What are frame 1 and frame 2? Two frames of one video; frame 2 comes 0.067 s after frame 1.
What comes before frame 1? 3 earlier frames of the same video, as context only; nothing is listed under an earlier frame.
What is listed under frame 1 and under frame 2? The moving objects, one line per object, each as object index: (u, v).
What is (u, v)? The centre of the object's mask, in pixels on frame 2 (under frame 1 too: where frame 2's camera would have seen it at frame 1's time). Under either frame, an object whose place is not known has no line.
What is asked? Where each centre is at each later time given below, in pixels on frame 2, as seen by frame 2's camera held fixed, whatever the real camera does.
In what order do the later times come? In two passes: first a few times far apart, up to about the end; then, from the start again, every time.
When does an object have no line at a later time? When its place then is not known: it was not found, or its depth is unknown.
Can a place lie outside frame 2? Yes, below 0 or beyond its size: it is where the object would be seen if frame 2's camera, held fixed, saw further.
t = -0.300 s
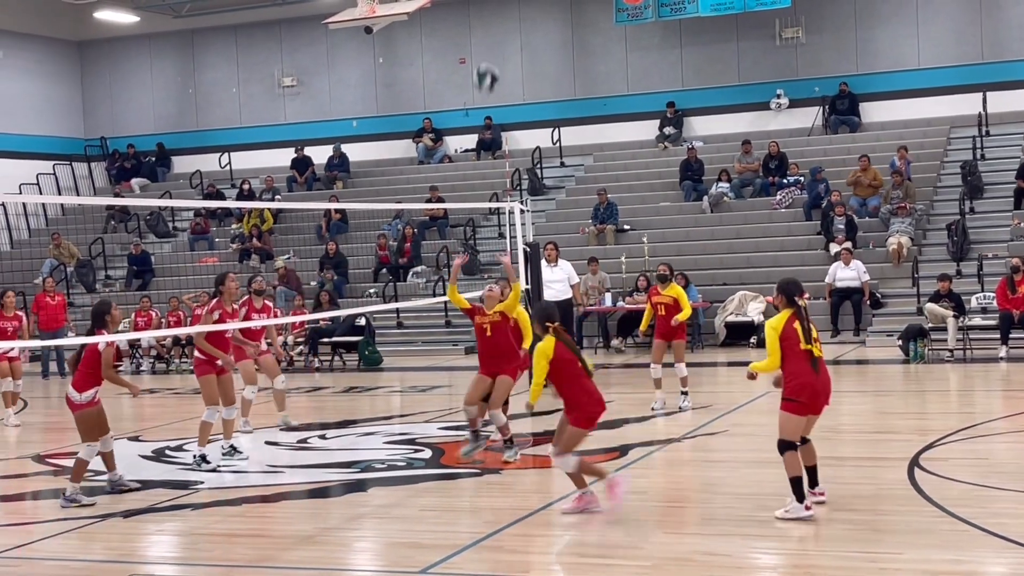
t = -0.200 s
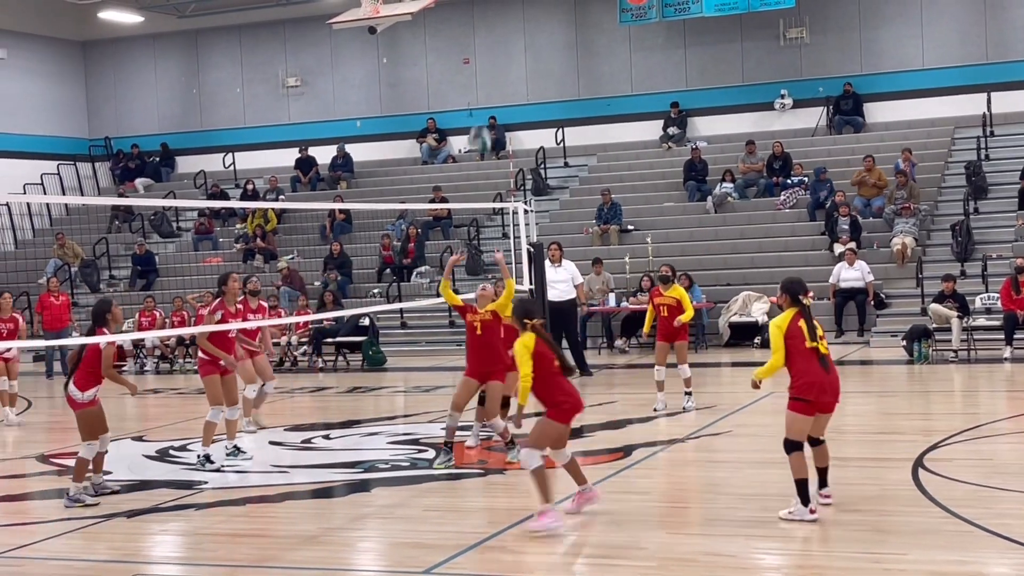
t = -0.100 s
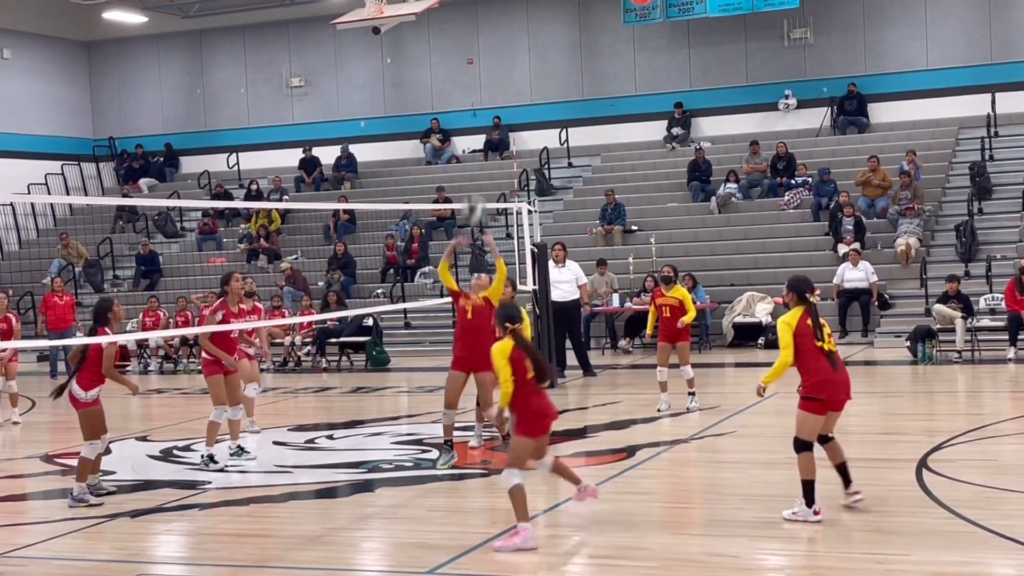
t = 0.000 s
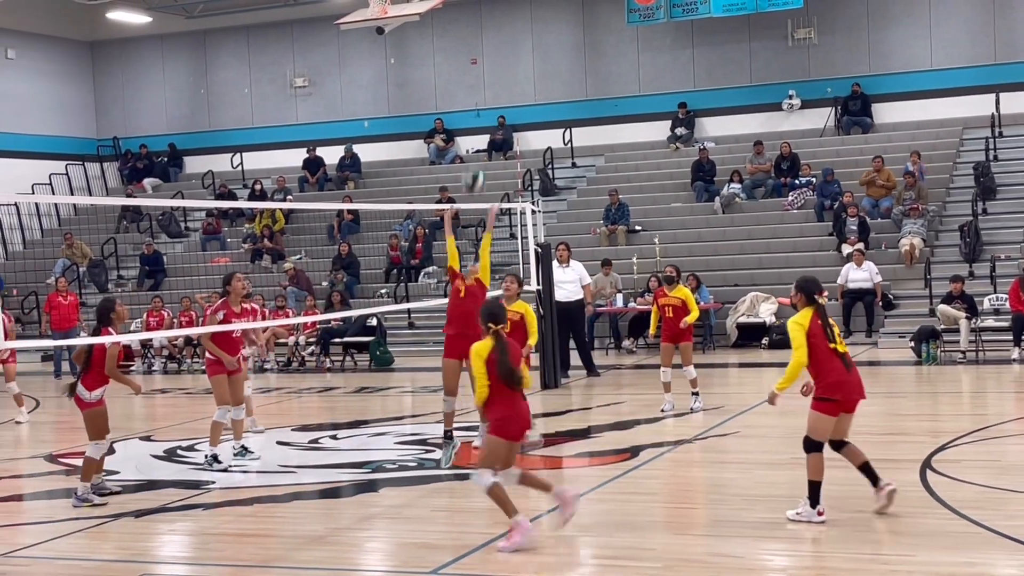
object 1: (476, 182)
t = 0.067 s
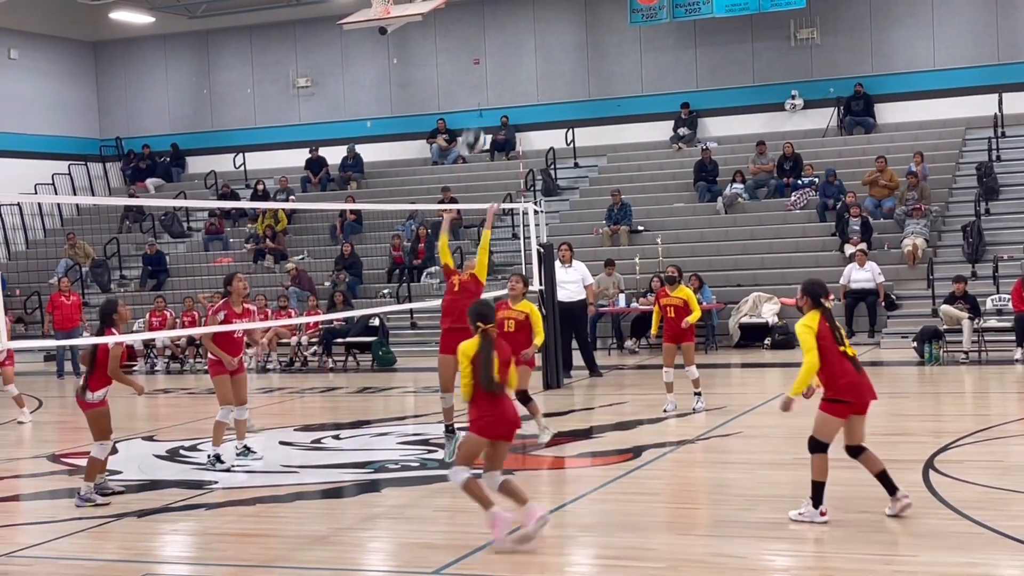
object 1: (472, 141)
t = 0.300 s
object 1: (469, 47)
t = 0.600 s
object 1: (470, 23)
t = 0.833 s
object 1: (472, 70)
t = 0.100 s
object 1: (473, 123)
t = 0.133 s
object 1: (472, 106)
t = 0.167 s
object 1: (471, 91)
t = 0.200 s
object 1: (471, 79)
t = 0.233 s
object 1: (470, 66)
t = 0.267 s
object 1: (470, 56)
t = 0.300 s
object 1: (469, 47)
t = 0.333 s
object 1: (469, 39)
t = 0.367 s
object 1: (469, 32)
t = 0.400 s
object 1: (469, 27)
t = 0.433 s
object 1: (469, 23)
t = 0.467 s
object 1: (469, 21)
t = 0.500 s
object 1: (469, 19)
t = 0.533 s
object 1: (469, 19)
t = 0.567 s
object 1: (469, 20)
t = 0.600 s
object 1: (470, 23)
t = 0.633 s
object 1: (470, 26)
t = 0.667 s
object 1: (470, 30)
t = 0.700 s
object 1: (470, 36)
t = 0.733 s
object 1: (471, 43)
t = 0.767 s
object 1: (472, 51)
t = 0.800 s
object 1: (472, 59)
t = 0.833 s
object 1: (472, 70)
